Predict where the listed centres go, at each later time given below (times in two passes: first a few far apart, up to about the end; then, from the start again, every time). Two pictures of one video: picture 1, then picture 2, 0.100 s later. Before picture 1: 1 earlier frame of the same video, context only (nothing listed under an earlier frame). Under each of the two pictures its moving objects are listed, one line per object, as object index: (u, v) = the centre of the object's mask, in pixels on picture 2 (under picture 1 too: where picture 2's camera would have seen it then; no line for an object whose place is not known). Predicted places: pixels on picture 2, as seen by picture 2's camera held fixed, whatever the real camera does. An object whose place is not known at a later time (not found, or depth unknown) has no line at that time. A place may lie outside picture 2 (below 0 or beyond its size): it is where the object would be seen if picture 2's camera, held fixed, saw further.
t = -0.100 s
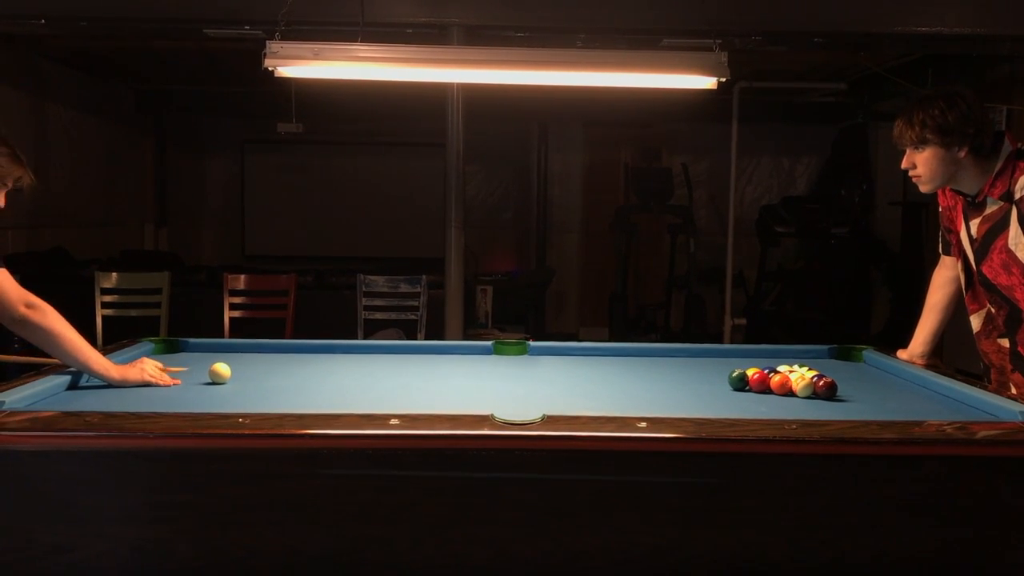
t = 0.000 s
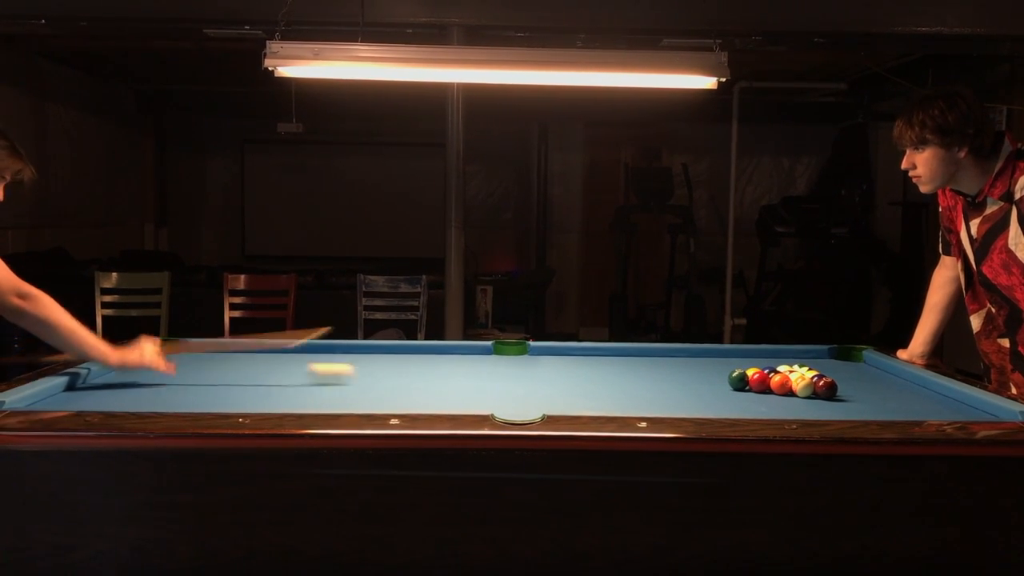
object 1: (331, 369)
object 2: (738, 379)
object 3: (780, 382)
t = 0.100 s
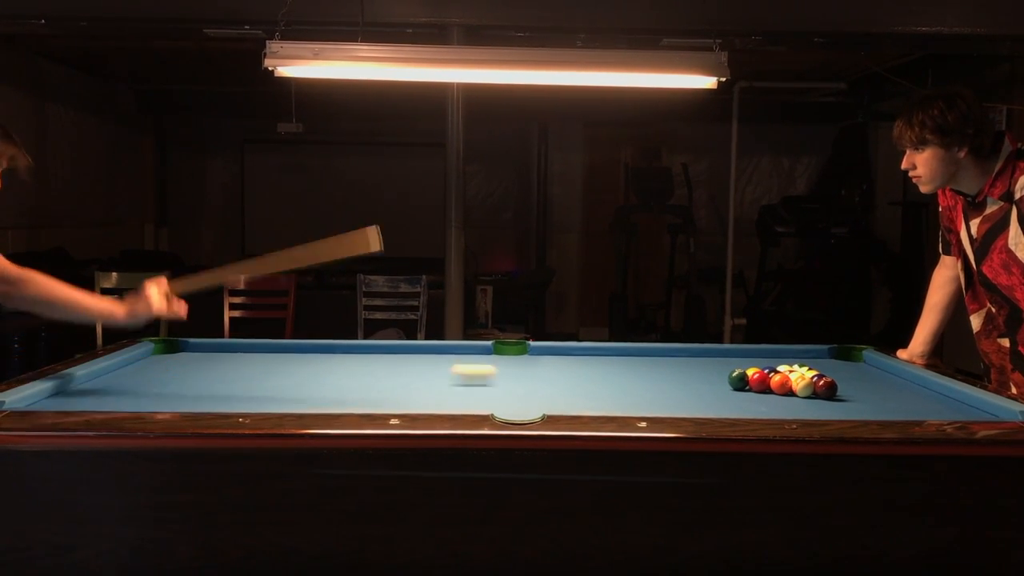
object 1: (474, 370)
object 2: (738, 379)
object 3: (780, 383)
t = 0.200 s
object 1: (608, 371)
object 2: (738, 379)
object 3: (780, 383)
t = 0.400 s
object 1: (708, 371)
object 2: (726, 381)
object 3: (777, 388)
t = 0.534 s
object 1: (710, 363)
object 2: (711, 382)
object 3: (774, 392)
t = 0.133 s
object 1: (520, 370)
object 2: (738, 379)
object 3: (780, 383)
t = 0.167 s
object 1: (564, 371)
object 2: (738, 379)
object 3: (780, 382)
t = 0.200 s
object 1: (608, 371)
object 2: (738, 379)
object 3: (780, 383)
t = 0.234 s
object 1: (651, 373)
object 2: (738, 379)
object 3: (780, 383)
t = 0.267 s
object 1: (694, 373)
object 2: (738, 379)
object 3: (780, 383)
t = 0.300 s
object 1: (715, 377)
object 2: (736, 380)
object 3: (780, 383)
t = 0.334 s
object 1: (712, 375)
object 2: (733, 380)
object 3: (779, 385)
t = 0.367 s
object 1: (709, 373)
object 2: (729, 380)
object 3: (778, 387)
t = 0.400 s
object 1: (708, 371)
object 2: (726, 381)
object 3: (777, 388)
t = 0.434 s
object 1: (707, 369)
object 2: (722, 381)
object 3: (776, 389)
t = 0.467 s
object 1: (707, 367)
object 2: (719, 381)
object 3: (775, 390)
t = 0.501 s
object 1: (708, 365)
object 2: (714, 381)
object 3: (774, 391)
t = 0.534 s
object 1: (710, 363)
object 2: (711, 382)
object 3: (774, 392)
